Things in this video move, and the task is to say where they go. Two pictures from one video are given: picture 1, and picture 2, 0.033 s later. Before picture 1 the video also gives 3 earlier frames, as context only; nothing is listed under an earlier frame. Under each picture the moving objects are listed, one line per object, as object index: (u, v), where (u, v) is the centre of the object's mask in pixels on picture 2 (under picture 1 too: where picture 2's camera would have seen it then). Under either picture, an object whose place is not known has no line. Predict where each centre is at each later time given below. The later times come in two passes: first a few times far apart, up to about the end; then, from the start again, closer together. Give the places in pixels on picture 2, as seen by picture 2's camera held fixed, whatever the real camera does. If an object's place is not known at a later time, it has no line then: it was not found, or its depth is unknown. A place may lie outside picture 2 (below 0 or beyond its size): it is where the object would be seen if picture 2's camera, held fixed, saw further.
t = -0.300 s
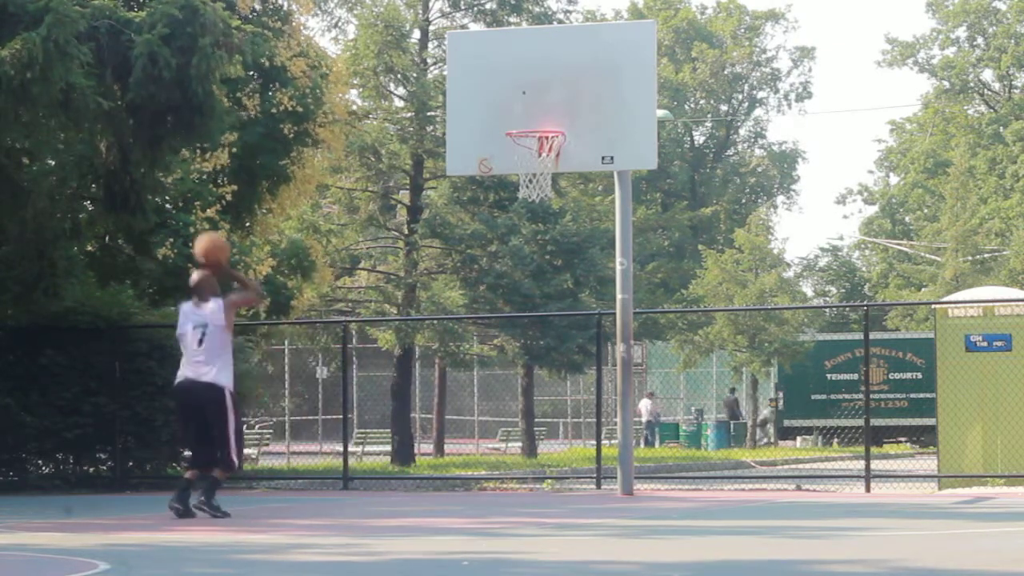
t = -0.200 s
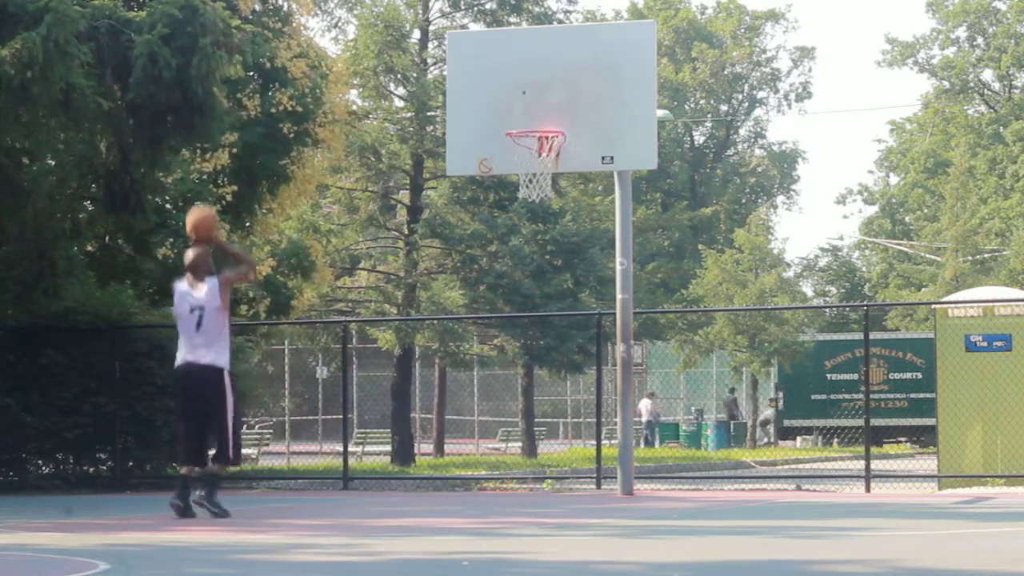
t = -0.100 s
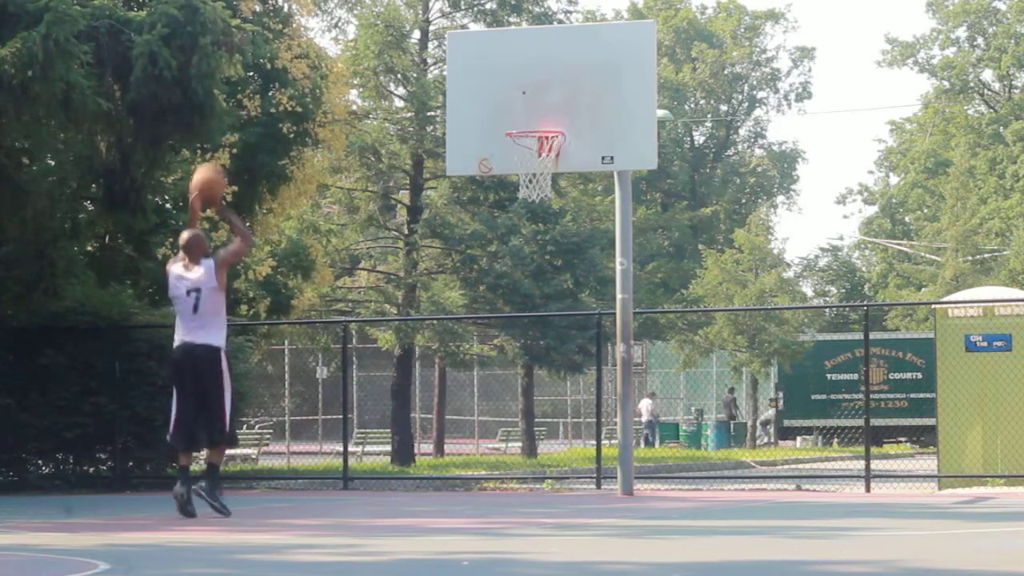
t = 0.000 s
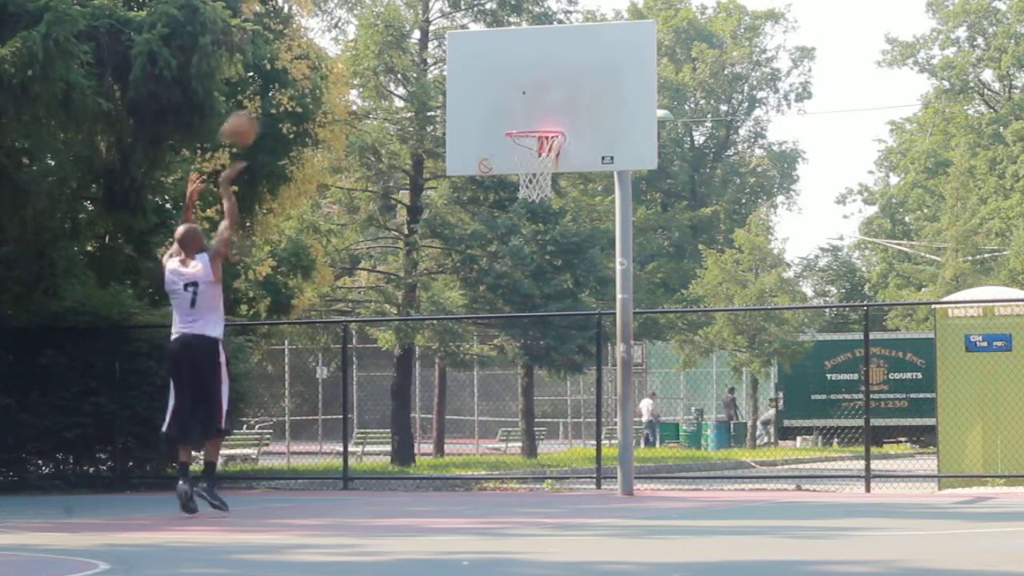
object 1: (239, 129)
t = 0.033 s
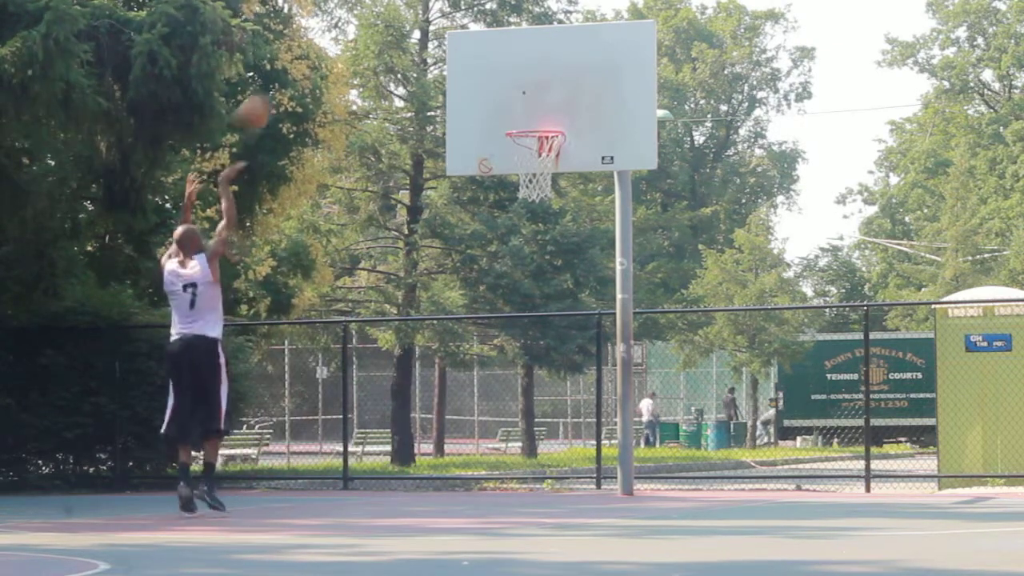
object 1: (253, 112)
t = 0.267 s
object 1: (347, 42)
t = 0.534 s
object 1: (444, 45)
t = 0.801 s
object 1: (534, 118)
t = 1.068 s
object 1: (591, 67)
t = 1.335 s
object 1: (652, 98)
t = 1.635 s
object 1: (726, 247)
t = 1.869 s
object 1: (786, 462)
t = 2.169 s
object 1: (855, 314)
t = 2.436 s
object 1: (918, 220)
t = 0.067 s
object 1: (267, 98)
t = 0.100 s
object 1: (280, 86)
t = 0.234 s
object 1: (333, 49)
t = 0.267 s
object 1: (347, 42)
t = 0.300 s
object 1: (358, 38)
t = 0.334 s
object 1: (371, 36)
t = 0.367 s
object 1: (385, 34)
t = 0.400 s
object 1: (396, 33)
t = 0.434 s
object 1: (410, 33)
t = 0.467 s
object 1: (420, 35)
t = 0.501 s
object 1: (431, 39)
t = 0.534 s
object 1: (444, 45)
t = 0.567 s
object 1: (456, 51)
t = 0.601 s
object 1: (467, 60)
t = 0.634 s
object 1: (479, 68)
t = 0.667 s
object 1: (491, 78)
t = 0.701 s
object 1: (502, 90)
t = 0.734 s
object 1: (512, 100)
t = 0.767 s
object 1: (525, 115)
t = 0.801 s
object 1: (534, 118)
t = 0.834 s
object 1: (540, 108)
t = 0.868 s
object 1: (549, 98)
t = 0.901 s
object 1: (555, 90)
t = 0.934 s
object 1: (561, 84)
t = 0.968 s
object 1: (569, 77)
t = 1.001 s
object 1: (577, 73)
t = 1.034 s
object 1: (584, 69)
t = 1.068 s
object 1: (591, 67)
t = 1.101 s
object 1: (598, 66)
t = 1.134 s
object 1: (606, 67)
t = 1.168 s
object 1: (613, 69)
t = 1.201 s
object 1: (621, 72)
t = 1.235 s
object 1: (629, 76)
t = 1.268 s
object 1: (637, 82)
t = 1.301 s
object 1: (644, 89)
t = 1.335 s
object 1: (652, 98)
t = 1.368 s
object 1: (661, 109)
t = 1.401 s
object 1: (667, 119)
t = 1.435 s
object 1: (677, 135)
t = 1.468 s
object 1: (684, 149)
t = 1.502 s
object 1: (692, 166)
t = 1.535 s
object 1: (700, 184)
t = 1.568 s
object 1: (708, 203)
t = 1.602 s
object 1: (716, 224)
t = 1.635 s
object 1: (726, 247)
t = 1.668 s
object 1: (731, 271)
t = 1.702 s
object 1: (743, 300)
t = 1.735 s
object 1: (752, 327)
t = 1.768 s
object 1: (760, 354)
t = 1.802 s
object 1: (776, 396)
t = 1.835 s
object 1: (781, 424)
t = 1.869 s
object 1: (786, 462)
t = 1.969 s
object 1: (813, 438)
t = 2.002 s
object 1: (819, 416)
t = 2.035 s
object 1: (826, 393)
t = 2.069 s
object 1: (833, 370)
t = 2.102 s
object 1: (840, 353)
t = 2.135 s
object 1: (848, 331)
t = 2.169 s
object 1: (855, 314)
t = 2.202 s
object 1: (863, 296)
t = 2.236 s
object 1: (870, 281)
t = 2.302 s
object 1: (886, 257)
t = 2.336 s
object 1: (894, 244)
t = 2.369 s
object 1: (903, 235)
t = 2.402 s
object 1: (910, 227)
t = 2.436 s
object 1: (918, 220)
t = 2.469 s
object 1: (927, 215)
